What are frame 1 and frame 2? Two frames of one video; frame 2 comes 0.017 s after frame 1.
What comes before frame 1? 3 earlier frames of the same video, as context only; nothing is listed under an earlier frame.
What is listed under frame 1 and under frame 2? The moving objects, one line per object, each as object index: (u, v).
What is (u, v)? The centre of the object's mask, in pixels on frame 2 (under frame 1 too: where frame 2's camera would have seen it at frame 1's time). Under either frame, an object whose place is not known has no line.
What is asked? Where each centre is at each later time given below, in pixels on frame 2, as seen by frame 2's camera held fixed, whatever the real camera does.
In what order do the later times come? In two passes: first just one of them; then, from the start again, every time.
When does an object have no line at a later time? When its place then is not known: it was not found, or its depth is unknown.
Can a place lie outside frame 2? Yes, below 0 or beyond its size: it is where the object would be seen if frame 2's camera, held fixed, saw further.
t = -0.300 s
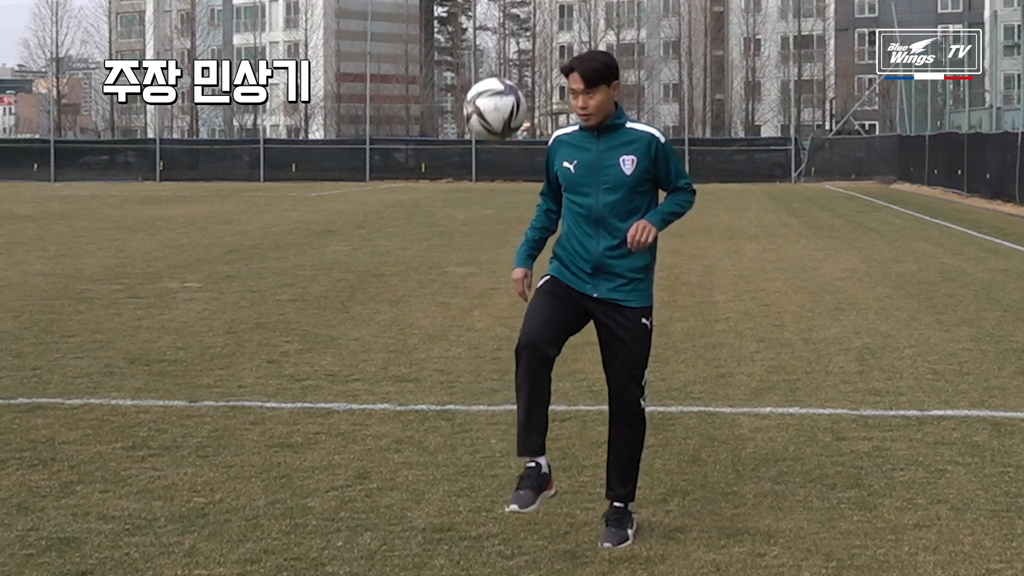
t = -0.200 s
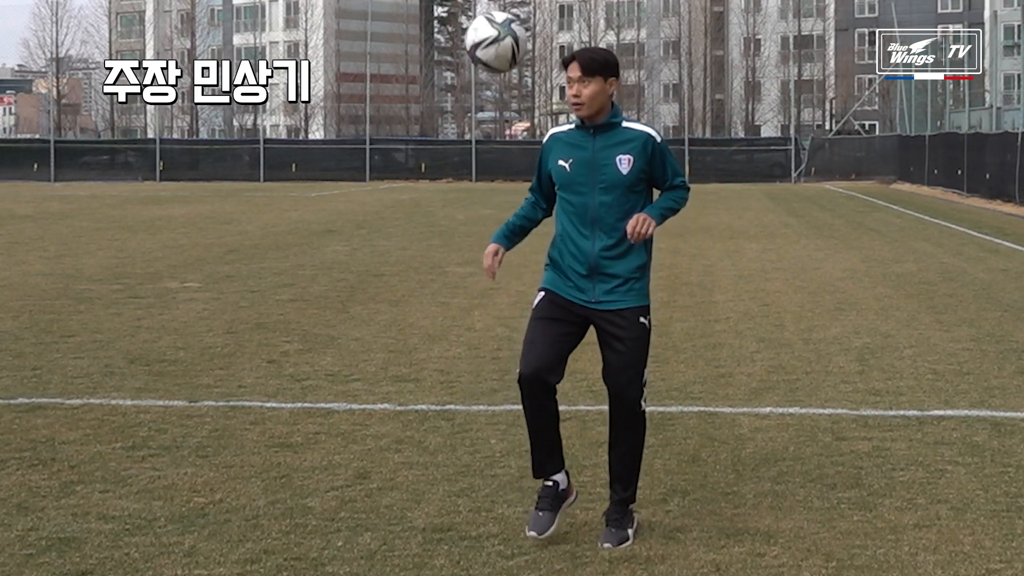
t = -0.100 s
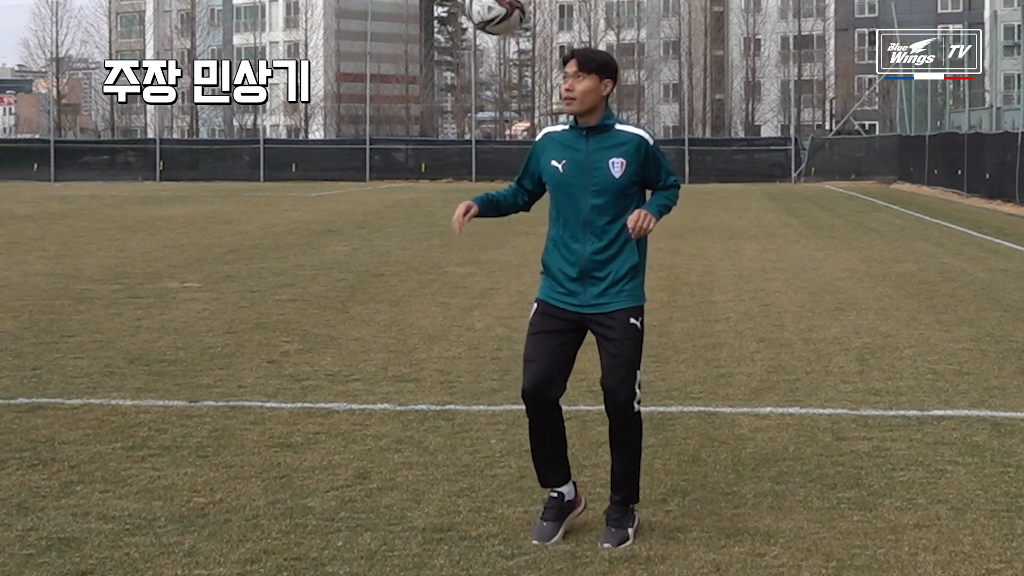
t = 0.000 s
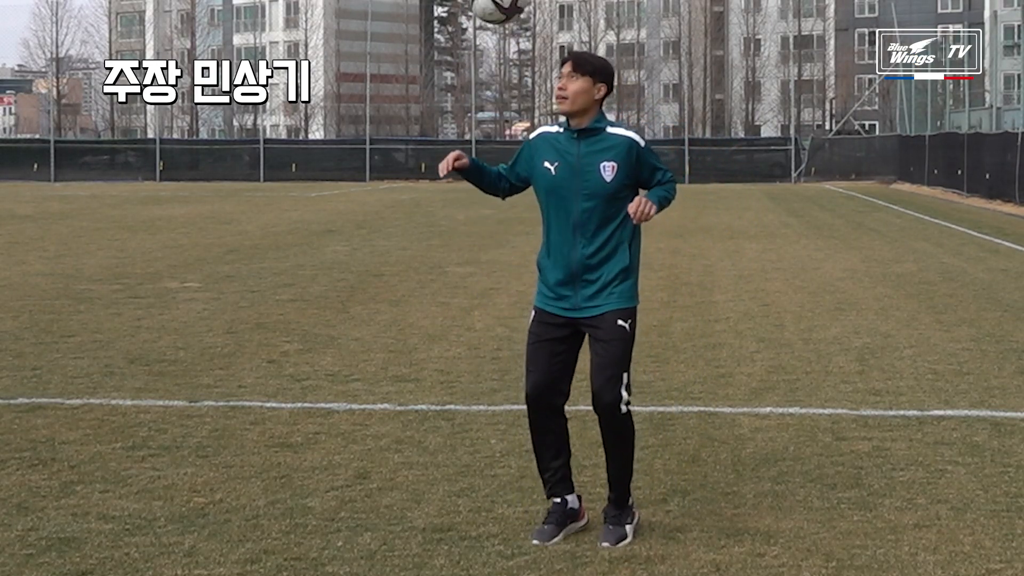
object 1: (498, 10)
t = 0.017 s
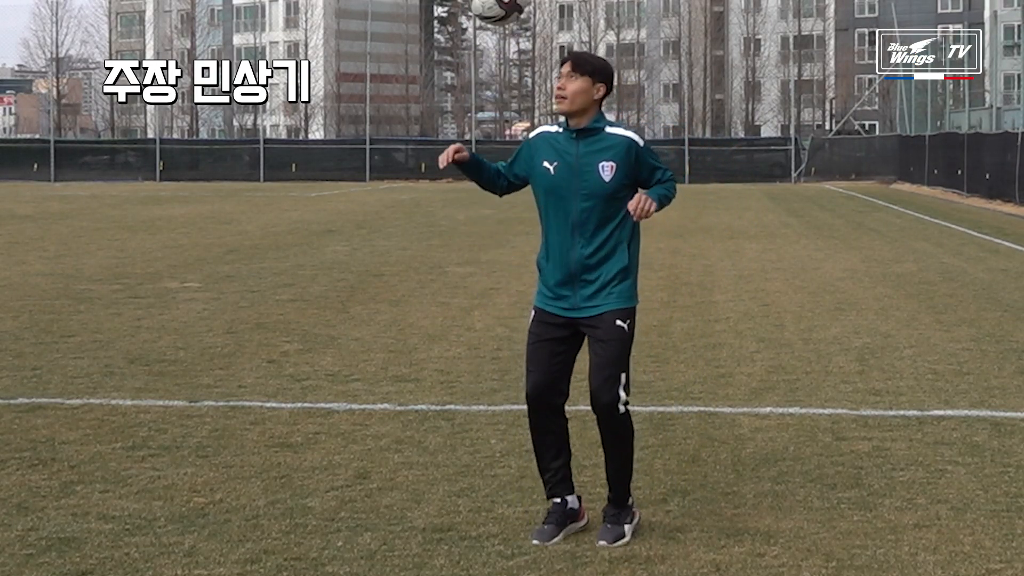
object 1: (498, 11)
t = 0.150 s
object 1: (499, 29)
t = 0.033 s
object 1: (498, 12)
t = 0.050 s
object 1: (499, 13)
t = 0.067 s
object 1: (499, 14)
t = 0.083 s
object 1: (499, 16)
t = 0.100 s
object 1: (499, 18)
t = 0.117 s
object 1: (499, 21)
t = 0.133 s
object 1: (499, 24)
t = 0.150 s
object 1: (499, 29)
